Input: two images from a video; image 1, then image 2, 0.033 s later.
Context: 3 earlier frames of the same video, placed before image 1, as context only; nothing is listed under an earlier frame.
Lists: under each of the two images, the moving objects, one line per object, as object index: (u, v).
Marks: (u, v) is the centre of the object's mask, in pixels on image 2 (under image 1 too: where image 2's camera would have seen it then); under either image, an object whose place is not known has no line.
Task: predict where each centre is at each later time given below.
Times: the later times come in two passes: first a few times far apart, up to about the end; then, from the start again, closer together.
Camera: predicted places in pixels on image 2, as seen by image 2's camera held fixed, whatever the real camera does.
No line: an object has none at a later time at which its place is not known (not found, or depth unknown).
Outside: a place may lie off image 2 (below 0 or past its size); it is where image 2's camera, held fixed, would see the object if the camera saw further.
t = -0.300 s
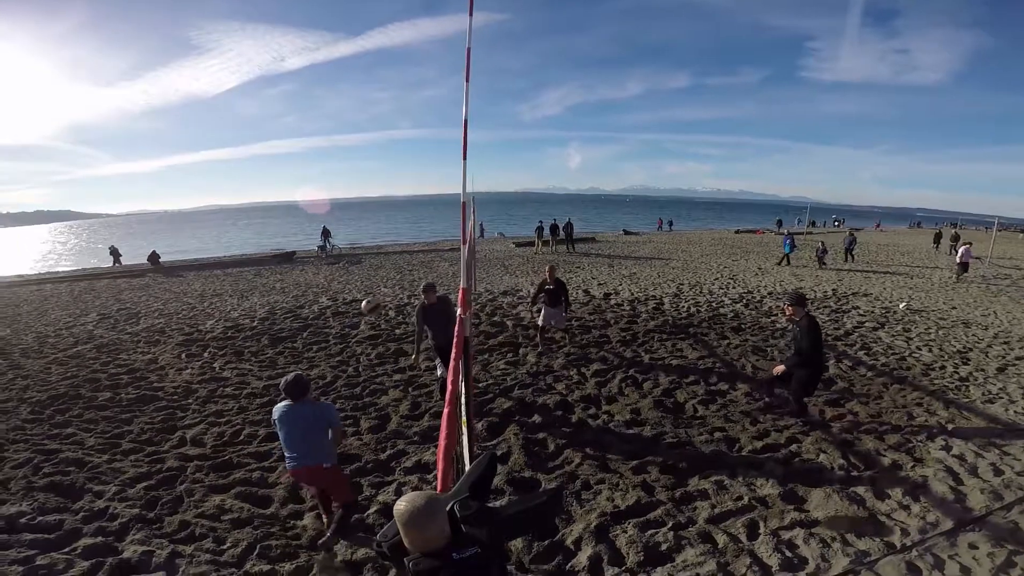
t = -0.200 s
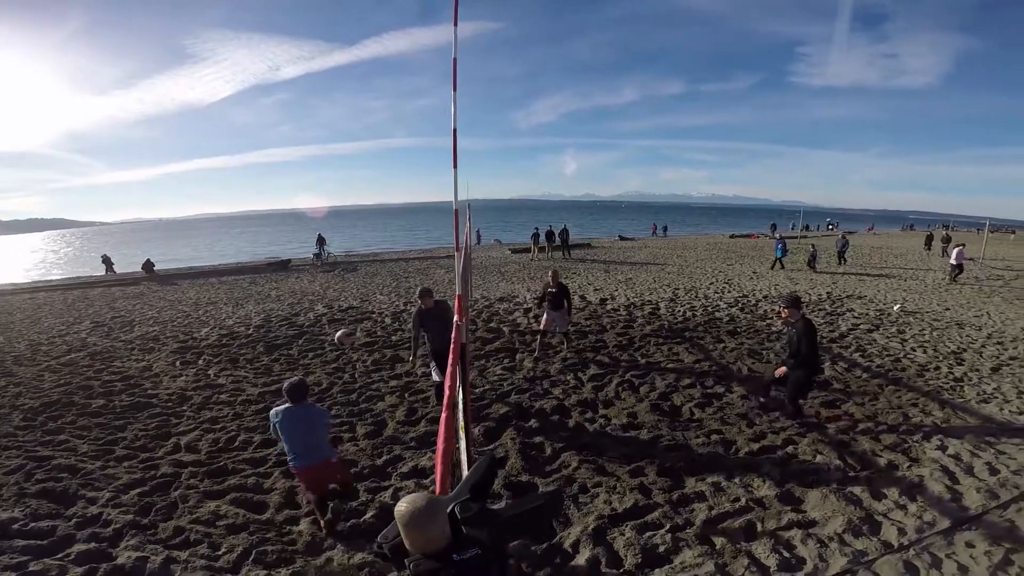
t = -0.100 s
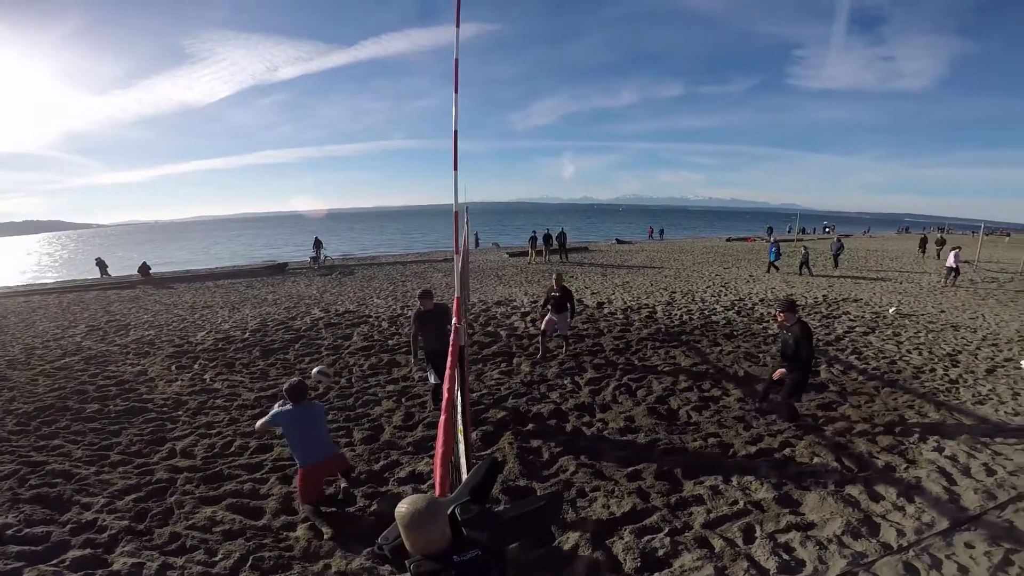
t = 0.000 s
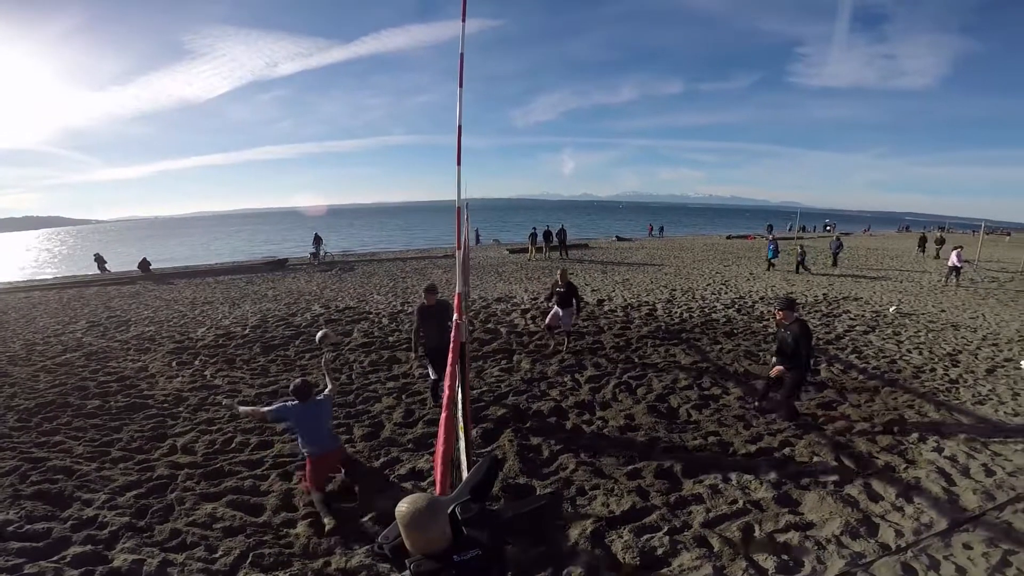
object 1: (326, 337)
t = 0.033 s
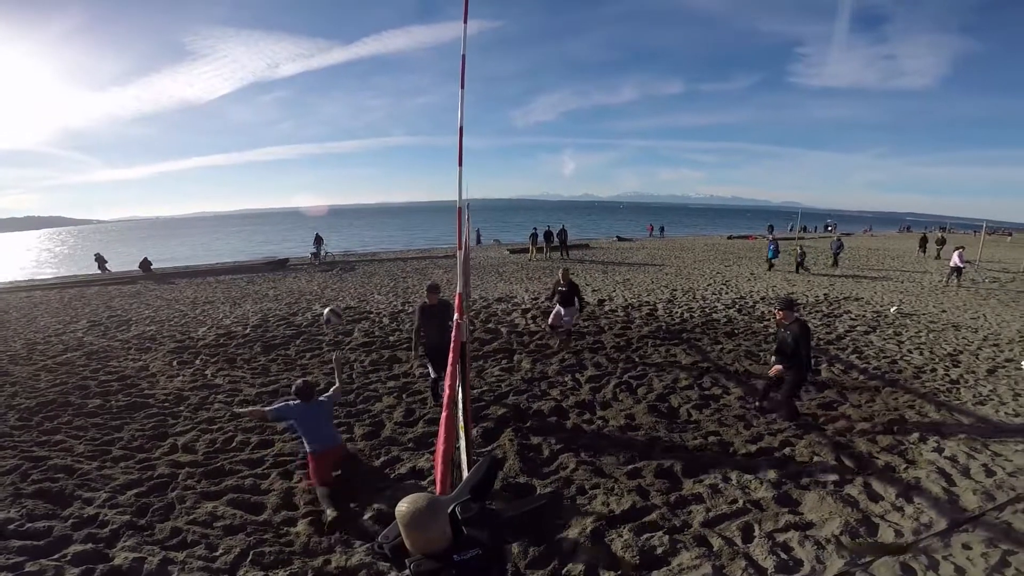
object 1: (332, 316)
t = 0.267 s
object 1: (392, 179)
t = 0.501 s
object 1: (450, 106)
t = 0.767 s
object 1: (505, 86)
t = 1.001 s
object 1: (546, 109)
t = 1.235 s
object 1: (584, 170)
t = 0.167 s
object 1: (366, 230)
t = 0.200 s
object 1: (374, 211)
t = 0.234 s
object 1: (383, 195)
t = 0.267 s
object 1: (392, 179)
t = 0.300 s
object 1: (402, 164)
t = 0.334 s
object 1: (410, 152)
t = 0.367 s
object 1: (417, 142)
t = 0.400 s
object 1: (425, 132)
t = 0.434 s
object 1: (434, 121)
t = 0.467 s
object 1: (442, 112)
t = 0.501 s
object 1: (450, 106)
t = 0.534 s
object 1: (456, 101)
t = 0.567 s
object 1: (467, 96)
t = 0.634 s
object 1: (478, 89)
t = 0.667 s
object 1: (486, 86)
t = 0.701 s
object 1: (492, 86)
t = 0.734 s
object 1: (498, 86)
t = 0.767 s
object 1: (505, 86)
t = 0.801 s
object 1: (511, 87)
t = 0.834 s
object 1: (517, 89)
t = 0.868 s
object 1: (524, 90)
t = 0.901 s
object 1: (530, 93)
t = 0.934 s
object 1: (535, 98)
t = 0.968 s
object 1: (540, 104)
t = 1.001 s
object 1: (546, 109)
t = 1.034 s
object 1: (552, 115)
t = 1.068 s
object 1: (557, 123)
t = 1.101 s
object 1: (563, 130)
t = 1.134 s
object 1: (569, 139)
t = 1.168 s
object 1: (573, 149)
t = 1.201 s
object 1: (579, 160)
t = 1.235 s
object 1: (584, 170)
